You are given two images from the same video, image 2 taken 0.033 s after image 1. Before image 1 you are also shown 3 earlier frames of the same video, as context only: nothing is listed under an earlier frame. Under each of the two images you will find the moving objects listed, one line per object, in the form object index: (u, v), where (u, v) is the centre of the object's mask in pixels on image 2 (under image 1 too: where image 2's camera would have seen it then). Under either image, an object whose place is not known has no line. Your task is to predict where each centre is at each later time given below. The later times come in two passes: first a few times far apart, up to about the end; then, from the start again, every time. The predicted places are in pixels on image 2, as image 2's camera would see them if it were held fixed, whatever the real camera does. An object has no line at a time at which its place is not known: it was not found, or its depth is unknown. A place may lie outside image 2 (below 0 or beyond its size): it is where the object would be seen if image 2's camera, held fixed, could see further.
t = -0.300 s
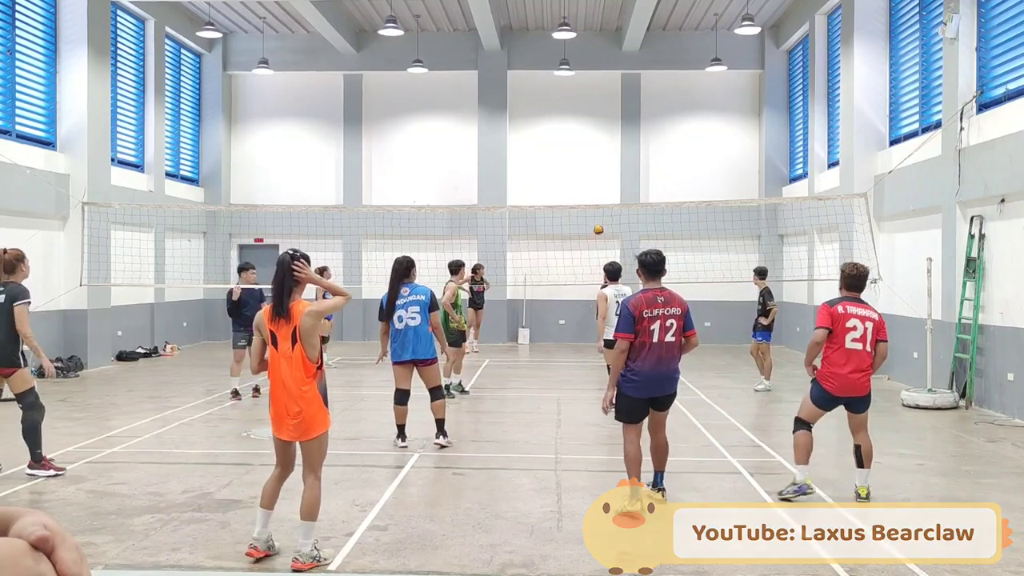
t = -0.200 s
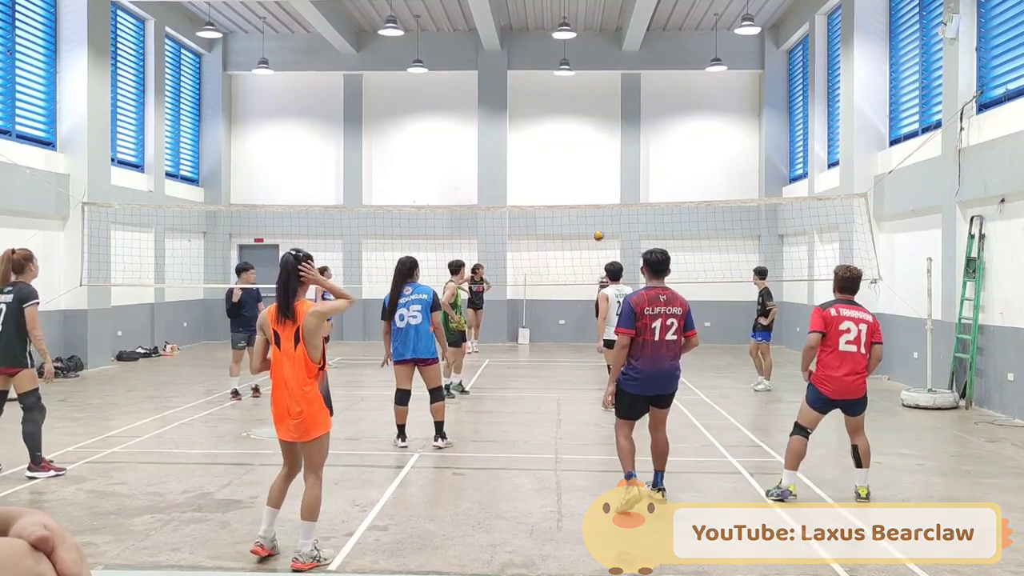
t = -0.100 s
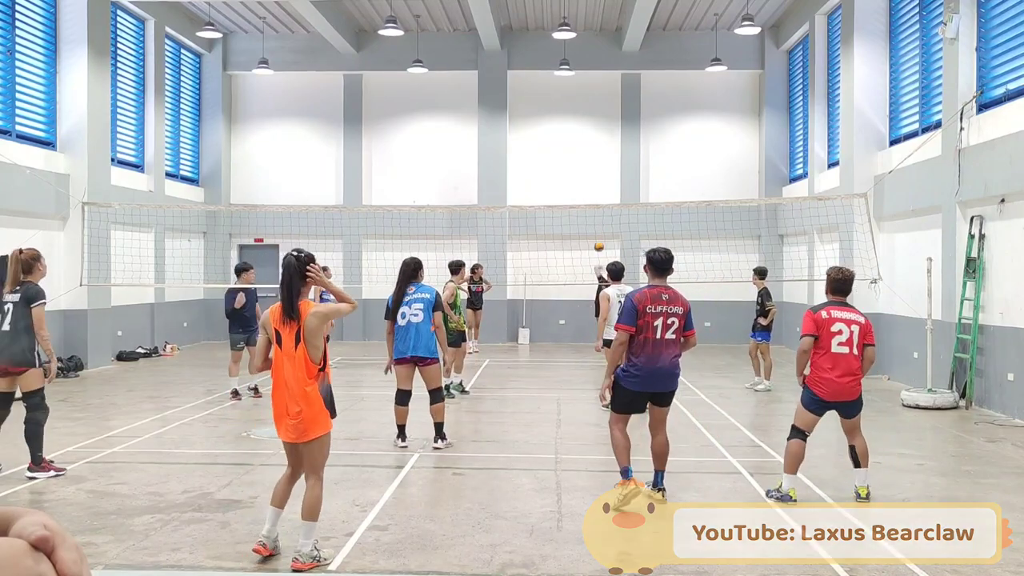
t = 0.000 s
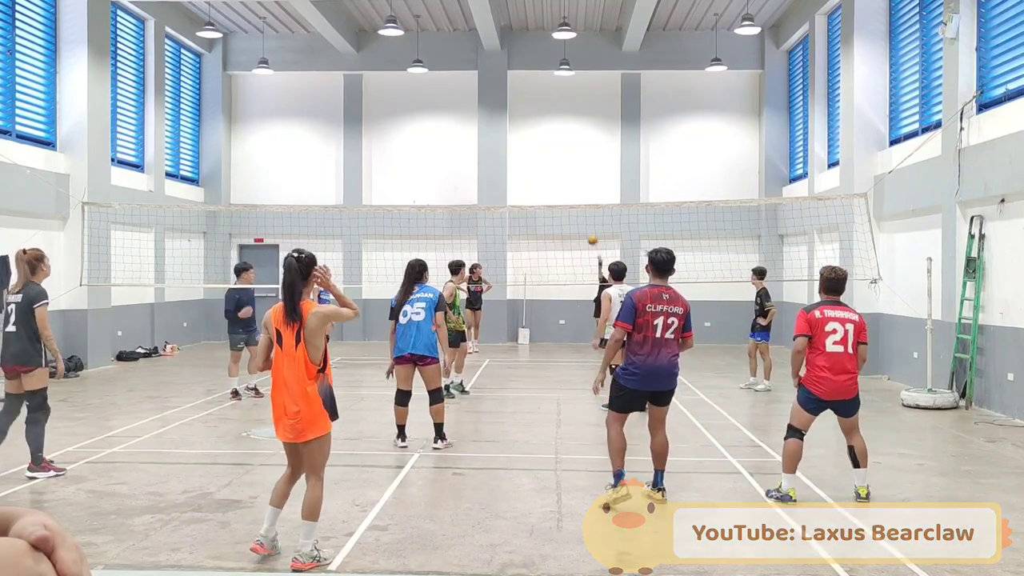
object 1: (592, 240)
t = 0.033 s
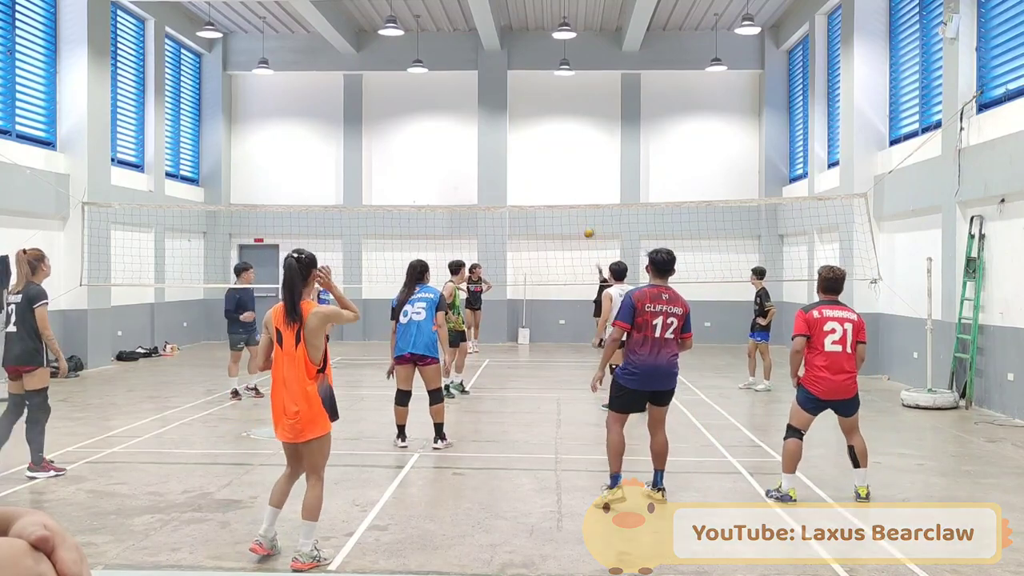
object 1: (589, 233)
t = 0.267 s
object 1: (554, 187)
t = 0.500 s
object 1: (506, 158)
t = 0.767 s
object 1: (417, 162)
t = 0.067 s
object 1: (584, 226)
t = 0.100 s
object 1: (580, 219)
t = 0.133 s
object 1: (575, 213)
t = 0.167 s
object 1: (571, 202)
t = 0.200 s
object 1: (566, 199)
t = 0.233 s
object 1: (560, 193)
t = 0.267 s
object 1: (554, 187)
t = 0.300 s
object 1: (548, 181)
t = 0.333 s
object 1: (542, 176)
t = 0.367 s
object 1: (536, 171)
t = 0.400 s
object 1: (529, 167)
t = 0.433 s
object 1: (522, 164)
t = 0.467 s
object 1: (514, 160)
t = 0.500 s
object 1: (506, 158)
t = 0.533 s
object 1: (497, 155)
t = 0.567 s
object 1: (488, 154)
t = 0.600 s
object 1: (478, 153)
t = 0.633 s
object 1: (468, 152)
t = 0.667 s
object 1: (456, 153)
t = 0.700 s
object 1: (444, 154)
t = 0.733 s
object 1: (431, 158)
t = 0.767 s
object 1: (417, 162)
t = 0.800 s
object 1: (403, 168)
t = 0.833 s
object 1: (387, 176)
